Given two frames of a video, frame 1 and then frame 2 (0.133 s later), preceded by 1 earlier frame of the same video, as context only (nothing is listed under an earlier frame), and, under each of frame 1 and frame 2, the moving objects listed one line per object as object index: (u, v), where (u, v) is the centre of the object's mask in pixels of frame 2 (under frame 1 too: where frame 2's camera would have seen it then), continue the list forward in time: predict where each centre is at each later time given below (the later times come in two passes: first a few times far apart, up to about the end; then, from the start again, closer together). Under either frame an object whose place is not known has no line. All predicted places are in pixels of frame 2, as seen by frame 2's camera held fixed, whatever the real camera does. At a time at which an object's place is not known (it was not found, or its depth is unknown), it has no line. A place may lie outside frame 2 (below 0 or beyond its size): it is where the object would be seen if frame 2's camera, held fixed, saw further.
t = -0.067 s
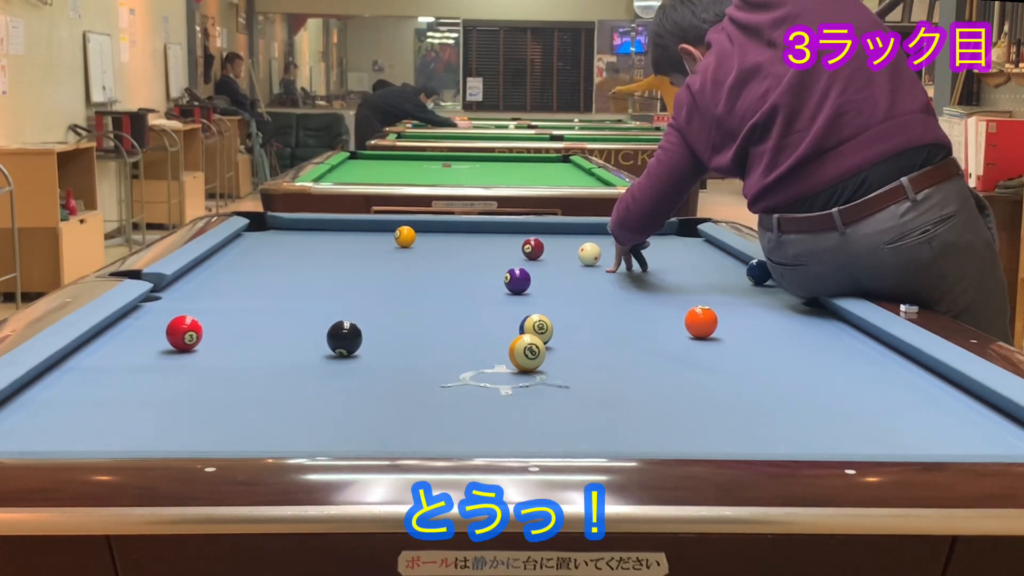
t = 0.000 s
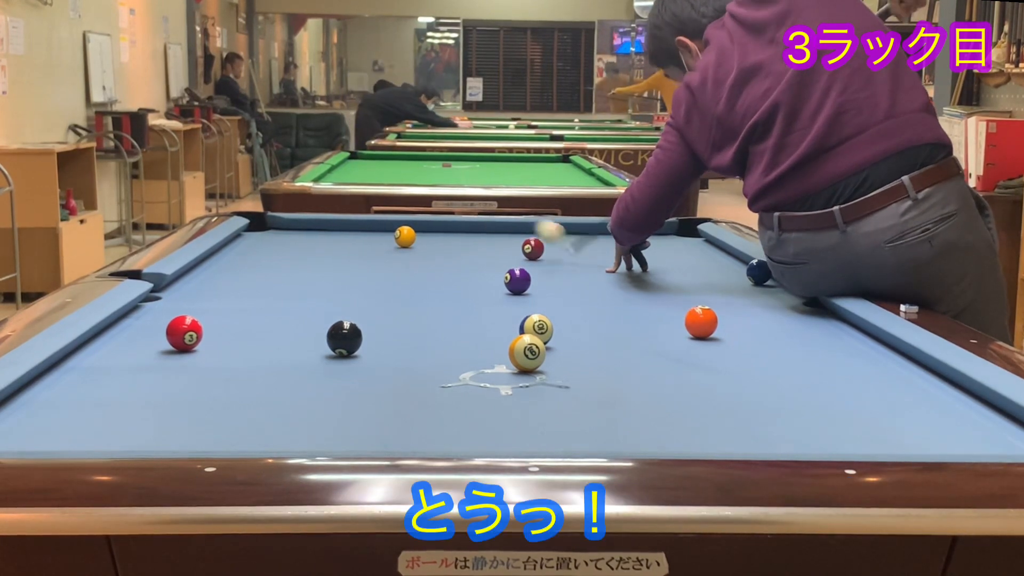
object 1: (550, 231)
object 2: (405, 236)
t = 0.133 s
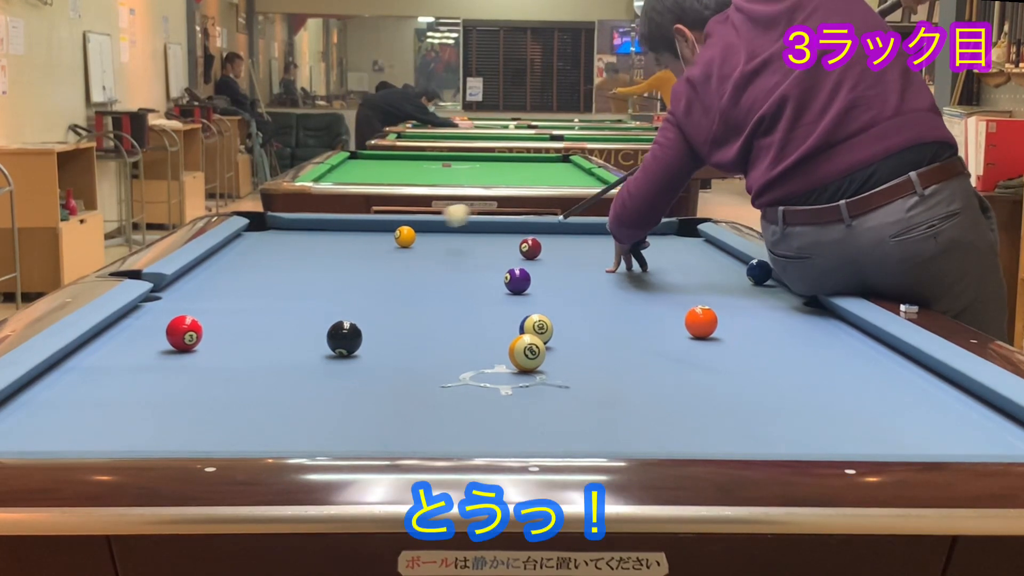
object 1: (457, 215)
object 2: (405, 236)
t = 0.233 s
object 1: (415, 234)
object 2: (384, 228)
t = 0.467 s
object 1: (418, 242)
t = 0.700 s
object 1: (440, 247)
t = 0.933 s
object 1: (463, 253)
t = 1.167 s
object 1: (486, 258)
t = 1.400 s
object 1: (509, 261)
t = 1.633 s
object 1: (535, 268)
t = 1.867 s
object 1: (559, 274)
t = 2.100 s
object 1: (584, 280)
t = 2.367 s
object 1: (613, 286)
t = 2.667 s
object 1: (646, 294)
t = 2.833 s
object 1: (664, 298)
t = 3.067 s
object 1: (688, 300)
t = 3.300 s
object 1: (718, 306)
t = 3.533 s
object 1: (741, 314)
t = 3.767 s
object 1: (766, 320)
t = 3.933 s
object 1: (784, 323)
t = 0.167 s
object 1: (434, 221)
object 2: (405, 236)
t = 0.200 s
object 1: (419, 229)
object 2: (399, 234)
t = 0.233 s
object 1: (415, 234)
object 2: (384, 228)
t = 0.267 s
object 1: (414, 237)
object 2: (367, 228)
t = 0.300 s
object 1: (413, 236)
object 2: (351, 229)
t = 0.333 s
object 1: (412, 240)
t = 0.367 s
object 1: (413, 239)
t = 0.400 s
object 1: (413, 241)
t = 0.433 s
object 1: (415, 241)
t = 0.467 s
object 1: (418, 242)
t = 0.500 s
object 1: (421, 243)
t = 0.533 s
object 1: (424, 243)
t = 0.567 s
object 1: (427, 244)
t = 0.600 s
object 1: (431, 245)
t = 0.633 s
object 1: (434, 246)
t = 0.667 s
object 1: (437, 247)
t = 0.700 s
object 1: (440, 247)
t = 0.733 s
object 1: (443, 248)
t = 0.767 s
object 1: (447, 249)
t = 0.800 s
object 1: (450, 250)
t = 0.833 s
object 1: (453, 250)
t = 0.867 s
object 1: (456, 251)
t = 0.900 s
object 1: (459, 252)
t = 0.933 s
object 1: (463, 253)
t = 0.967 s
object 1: (466, 253)
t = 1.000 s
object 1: (469, 254)
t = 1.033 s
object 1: (473, 255)
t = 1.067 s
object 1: (476, 256)
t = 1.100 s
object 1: (479, 256)
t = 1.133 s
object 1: (483, 257)
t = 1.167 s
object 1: (486, 258)
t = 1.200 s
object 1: (489, 259)
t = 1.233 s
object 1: (493, 260)
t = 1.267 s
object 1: (496, 260)
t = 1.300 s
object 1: (500, 261)
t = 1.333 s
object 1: (502, 261)
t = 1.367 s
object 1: (506, 261)
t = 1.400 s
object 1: (509, 261)
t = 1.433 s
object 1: (513, 261)
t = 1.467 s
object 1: (517, 261)
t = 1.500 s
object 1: (521, 262)
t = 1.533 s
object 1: (525, 264)
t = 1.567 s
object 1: (529, 265)
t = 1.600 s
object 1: (532, 267)
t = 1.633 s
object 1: (535, 268)
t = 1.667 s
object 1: (538, 270)
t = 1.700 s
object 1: (541, 271)
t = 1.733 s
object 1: (545, 271)
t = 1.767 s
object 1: (548, 272)
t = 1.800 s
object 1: (552, 273)
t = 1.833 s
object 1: (555, 274)
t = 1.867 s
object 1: (559, 274)
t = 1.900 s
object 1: (562, 275)
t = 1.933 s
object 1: (566, 276)
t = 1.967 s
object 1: (569, 277)
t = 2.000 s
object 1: (573, 278)
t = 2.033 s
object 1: (577, 278)
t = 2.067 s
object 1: (580, 279)
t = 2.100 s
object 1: (584, 280)
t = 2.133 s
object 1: (587, 281)
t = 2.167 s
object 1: (591, 282)
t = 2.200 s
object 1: (595, 282)
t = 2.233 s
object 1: (598, 283)
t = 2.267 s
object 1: (602, 284)
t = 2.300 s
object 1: (605, 285)
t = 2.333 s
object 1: (609, 285)
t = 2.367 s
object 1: (613, 286)
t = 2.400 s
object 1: (616, 287)
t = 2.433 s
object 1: (620, 288)
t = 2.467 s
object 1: (623, 289)
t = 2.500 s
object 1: (627, 290)
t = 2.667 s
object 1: (646, 294)
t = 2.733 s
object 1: (653, 295)
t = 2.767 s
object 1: (657, 296)
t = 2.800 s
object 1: (661, 297)
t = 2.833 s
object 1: (664, 298)
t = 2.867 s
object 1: (668, 299)
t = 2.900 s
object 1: (671, 299)
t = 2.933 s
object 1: (675, 300)
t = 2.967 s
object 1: (679, 301)
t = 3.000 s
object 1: (681, 301)
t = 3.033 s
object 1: (685, 301)
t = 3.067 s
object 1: (688, 300)
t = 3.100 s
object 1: (692, 300)
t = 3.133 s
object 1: (696, 300)
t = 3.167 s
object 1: (701, 300)
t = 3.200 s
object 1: (706, 301)
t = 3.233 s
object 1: (710, 303)
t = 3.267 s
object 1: (714, 305)
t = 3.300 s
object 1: (718, 306)
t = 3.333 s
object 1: (721, 308)
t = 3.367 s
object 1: (724, 310)
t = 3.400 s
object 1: (727, 311)
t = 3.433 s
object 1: (730, 312)
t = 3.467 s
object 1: (734, 313)
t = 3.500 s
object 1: (737, 314)
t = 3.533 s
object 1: (741, 314)
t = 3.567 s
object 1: (744, 315)
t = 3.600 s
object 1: (748, 316)
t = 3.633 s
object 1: (752, 317)
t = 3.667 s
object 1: (755, 318)
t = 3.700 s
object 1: (759, 318)
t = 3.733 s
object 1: (762, 319)
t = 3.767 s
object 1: (766, 320)
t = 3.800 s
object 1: (770, 320)
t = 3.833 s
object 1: (773, 321)
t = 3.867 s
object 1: (776, 322)
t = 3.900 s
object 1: (780, 323)
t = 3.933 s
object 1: (784, 323)
